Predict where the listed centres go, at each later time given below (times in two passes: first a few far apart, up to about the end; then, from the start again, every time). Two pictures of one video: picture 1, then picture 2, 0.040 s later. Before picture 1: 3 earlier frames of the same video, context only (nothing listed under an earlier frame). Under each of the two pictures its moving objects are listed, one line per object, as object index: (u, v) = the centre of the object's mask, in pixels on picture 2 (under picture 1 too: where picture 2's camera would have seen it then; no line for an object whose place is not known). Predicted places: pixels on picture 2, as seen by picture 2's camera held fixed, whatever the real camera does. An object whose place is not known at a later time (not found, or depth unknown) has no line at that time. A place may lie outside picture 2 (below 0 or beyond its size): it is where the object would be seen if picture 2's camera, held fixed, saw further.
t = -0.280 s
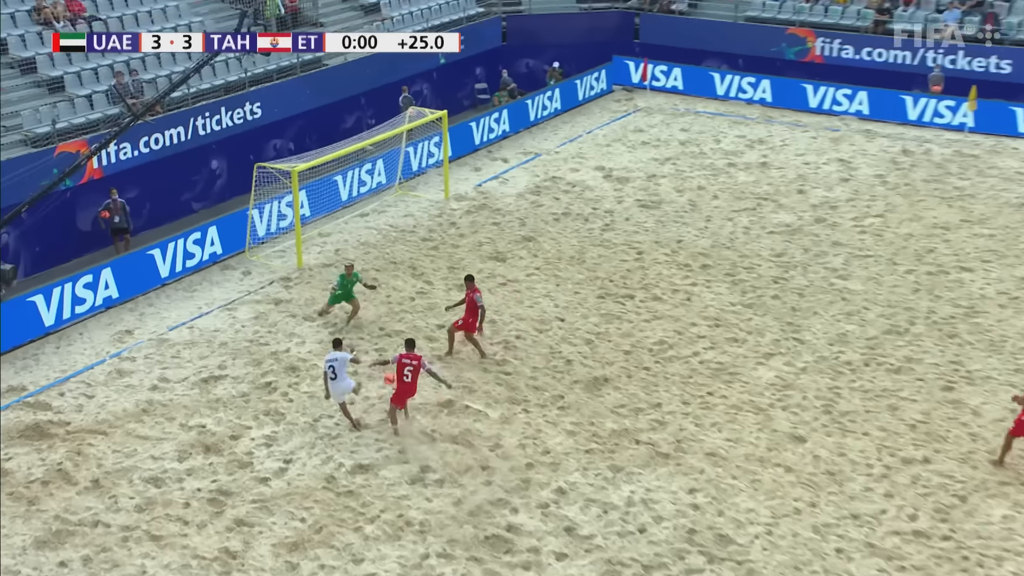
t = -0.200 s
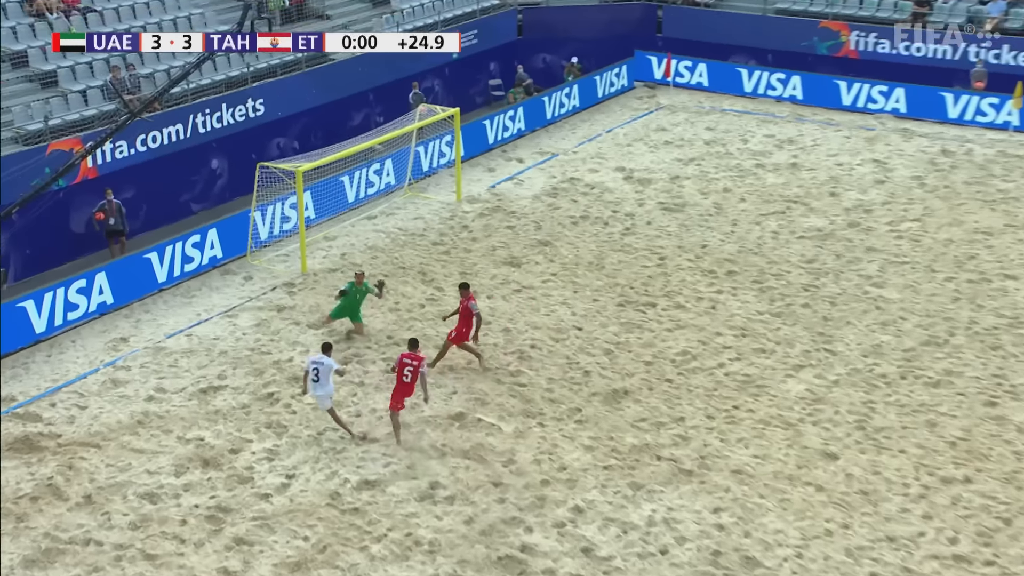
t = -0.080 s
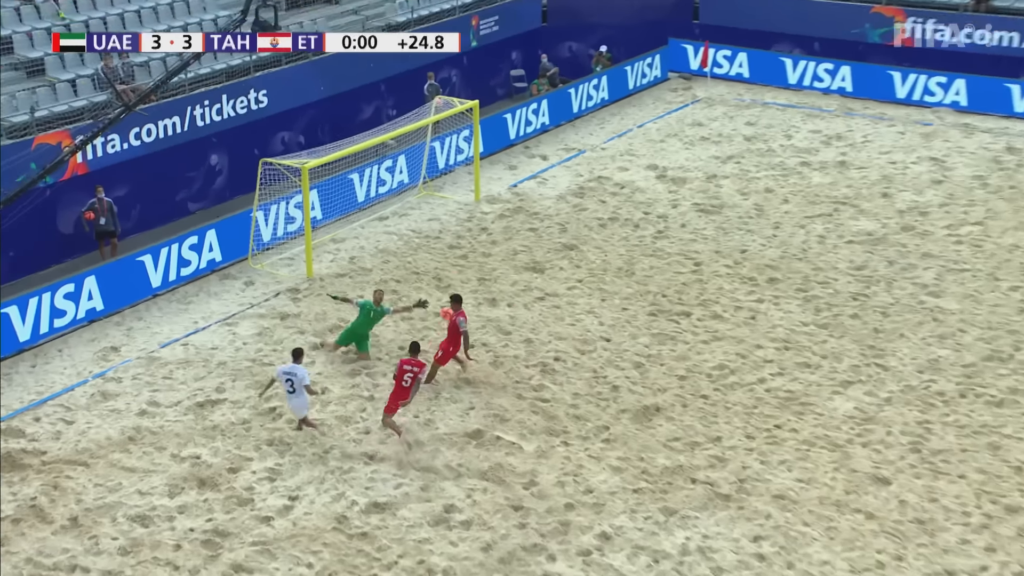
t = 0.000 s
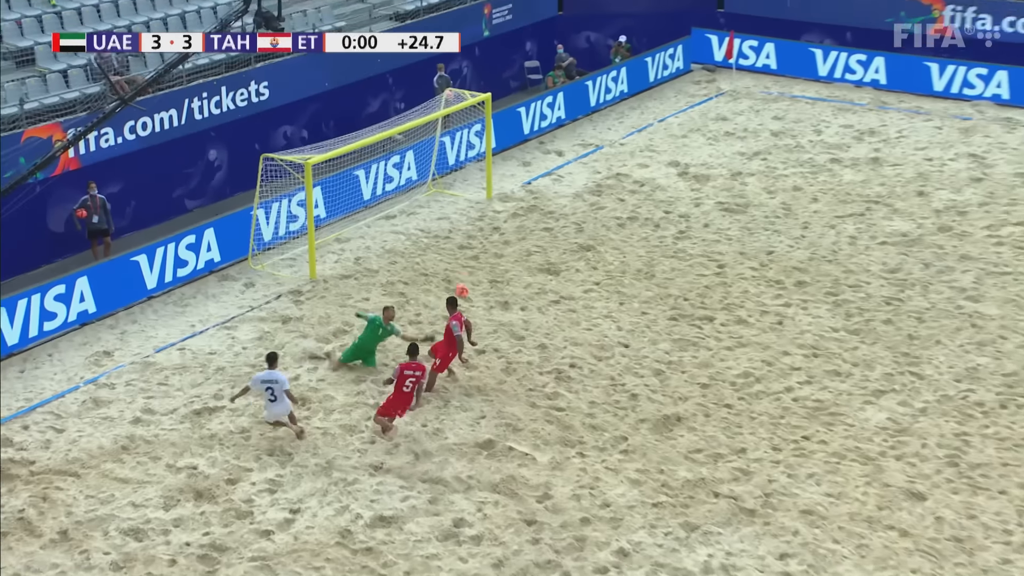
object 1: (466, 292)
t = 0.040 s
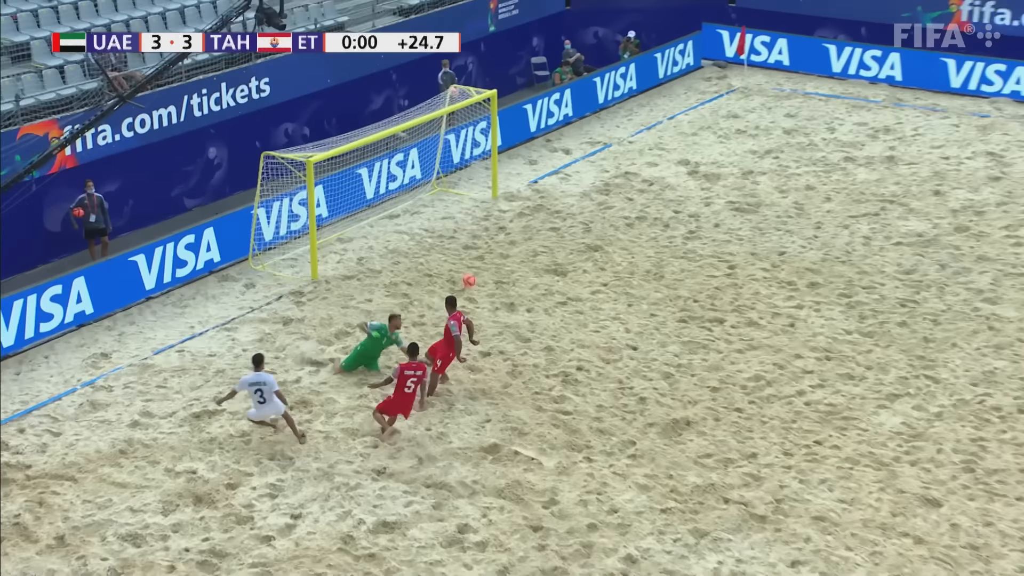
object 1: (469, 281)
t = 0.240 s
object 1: (483, 243)
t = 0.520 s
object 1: (503, 227)
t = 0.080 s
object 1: (472, 271)
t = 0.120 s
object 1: (474, 263)
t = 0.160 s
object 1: (477, 255)
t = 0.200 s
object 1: (481, 248)
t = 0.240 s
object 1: (483, 243)
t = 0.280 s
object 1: (487, 238)
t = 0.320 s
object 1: (490, 235)
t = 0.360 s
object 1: (493, 232)
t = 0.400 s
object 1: (496, 230)
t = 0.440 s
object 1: (500, 229)
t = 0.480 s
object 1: (503, 229)
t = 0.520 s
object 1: (503, 227)
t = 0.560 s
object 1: (500, 222)
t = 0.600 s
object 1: (497, 218)
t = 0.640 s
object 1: (494, 215)
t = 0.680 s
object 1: (492, 213)
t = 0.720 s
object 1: (489, 211)
